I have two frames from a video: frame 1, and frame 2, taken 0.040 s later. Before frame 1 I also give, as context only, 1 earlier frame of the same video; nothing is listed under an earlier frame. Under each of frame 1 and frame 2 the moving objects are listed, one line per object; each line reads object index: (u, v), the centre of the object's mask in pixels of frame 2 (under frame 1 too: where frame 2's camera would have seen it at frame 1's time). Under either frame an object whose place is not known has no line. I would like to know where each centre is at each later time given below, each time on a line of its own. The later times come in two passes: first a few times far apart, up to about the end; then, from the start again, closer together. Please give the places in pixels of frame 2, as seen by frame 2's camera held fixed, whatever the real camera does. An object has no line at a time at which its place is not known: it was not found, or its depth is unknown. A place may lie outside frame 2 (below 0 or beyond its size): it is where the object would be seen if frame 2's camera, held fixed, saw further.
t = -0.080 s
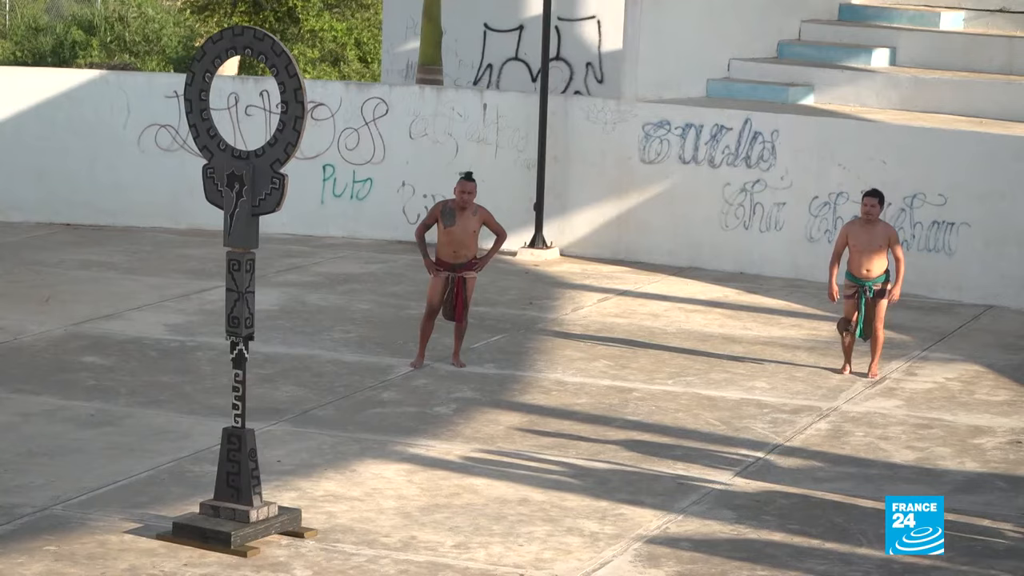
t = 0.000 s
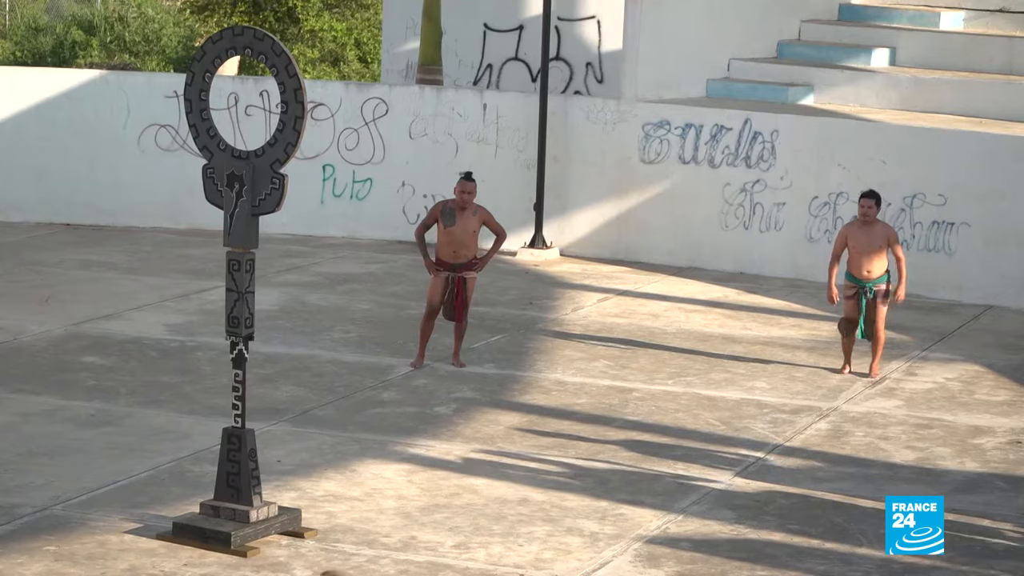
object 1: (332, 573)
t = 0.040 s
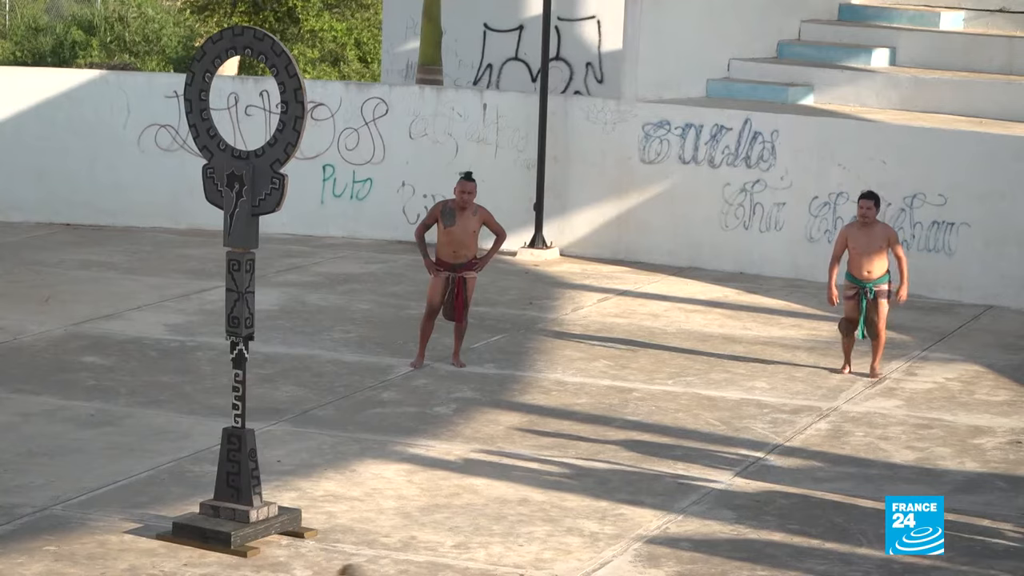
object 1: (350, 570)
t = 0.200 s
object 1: (430, 563)
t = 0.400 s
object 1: (522, 528)
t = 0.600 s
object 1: (604, 497)
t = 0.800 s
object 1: (677, 475)
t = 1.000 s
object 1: (743, 461)
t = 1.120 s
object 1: (780, 437)
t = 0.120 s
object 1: (393, 568)
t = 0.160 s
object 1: (411, 569)
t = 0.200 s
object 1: (430, 563)
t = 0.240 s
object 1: (450, 550)
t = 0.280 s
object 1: (469, 541)
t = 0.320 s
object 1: (486, 534)
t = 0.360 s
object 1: (504, 529)
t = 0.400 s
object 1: (522, 528)
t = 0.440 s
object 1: (538, 529)
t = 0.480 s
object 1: (555, 523)
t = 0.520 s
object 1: (572, 512)
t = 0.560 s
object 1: (588, 505)
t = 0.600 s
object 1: (604, 497)
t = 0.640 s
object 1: (618, 495)
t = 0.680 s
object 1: (634, 495)
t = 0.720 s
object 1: (647, 495)
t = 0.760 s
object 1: (662, 483)
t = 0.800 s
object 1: (677, 475)
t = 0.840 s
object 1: (691, 469)
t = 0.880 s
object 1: (704, 465)
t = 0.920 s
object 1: (717, 465)
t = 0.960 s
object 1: (731, 466)
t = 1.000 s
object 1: (743, 461)
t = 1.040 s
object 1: (756, 450)
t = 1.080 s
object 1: (768, 442)
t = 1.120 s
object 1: (780, 437)
